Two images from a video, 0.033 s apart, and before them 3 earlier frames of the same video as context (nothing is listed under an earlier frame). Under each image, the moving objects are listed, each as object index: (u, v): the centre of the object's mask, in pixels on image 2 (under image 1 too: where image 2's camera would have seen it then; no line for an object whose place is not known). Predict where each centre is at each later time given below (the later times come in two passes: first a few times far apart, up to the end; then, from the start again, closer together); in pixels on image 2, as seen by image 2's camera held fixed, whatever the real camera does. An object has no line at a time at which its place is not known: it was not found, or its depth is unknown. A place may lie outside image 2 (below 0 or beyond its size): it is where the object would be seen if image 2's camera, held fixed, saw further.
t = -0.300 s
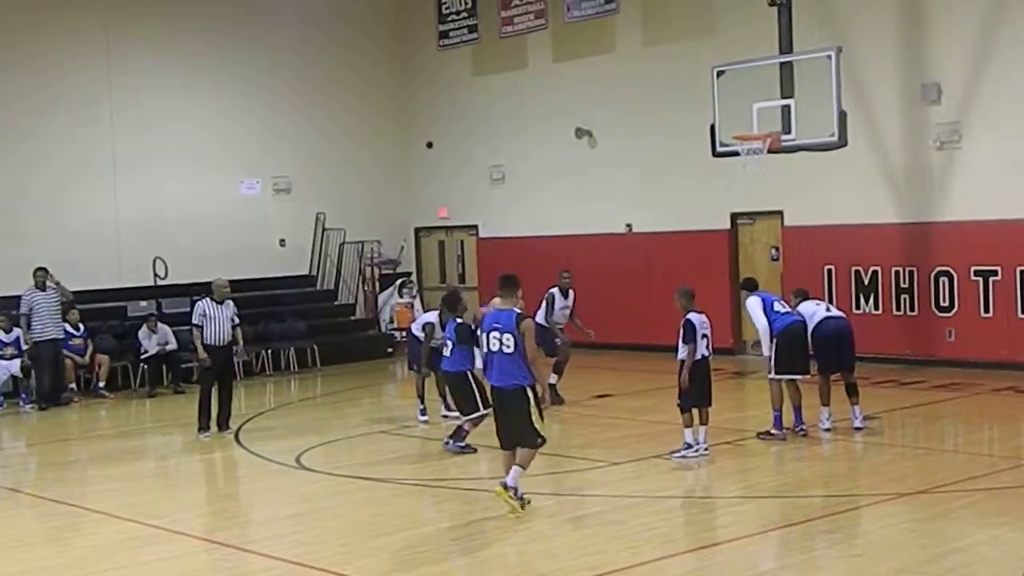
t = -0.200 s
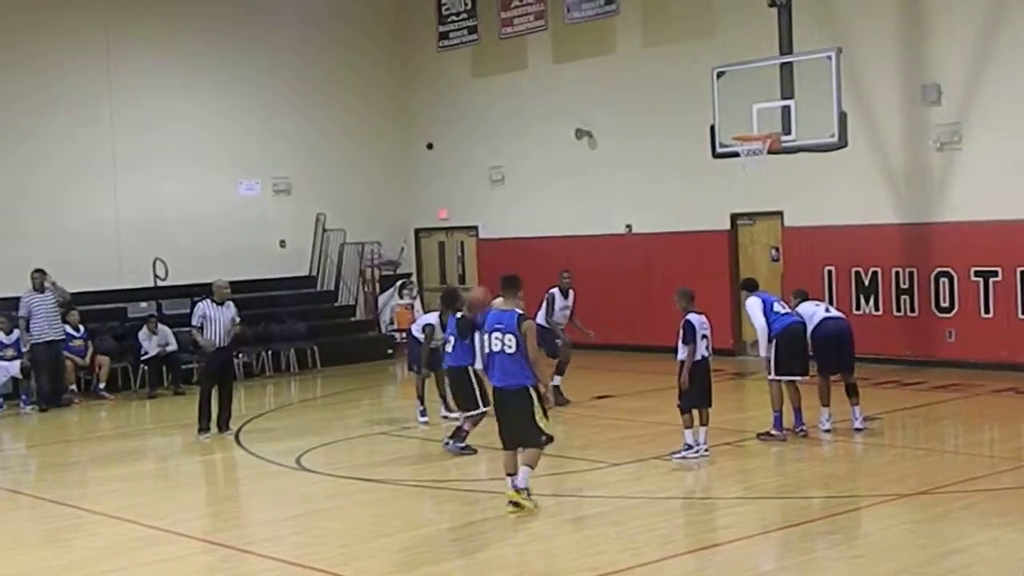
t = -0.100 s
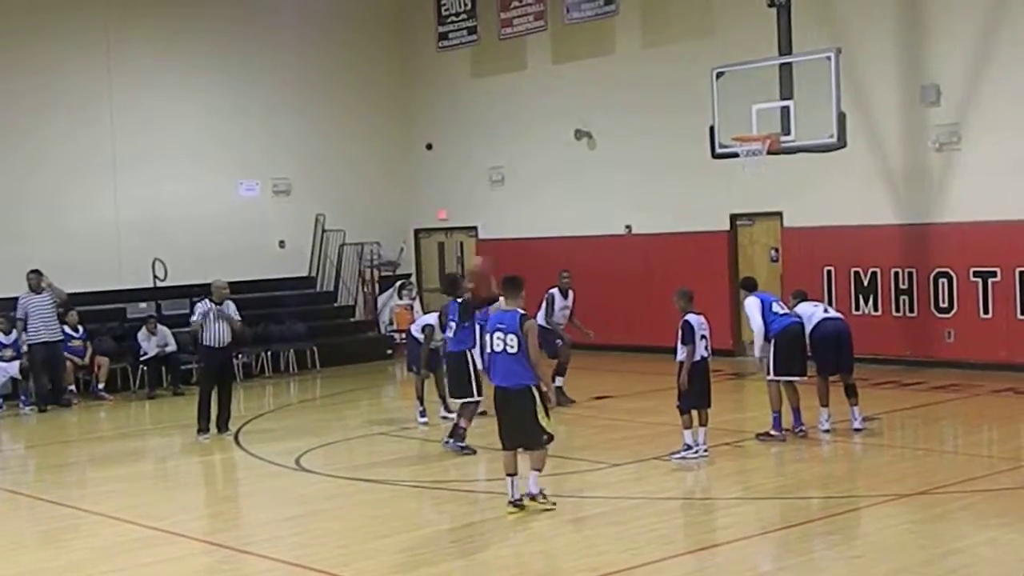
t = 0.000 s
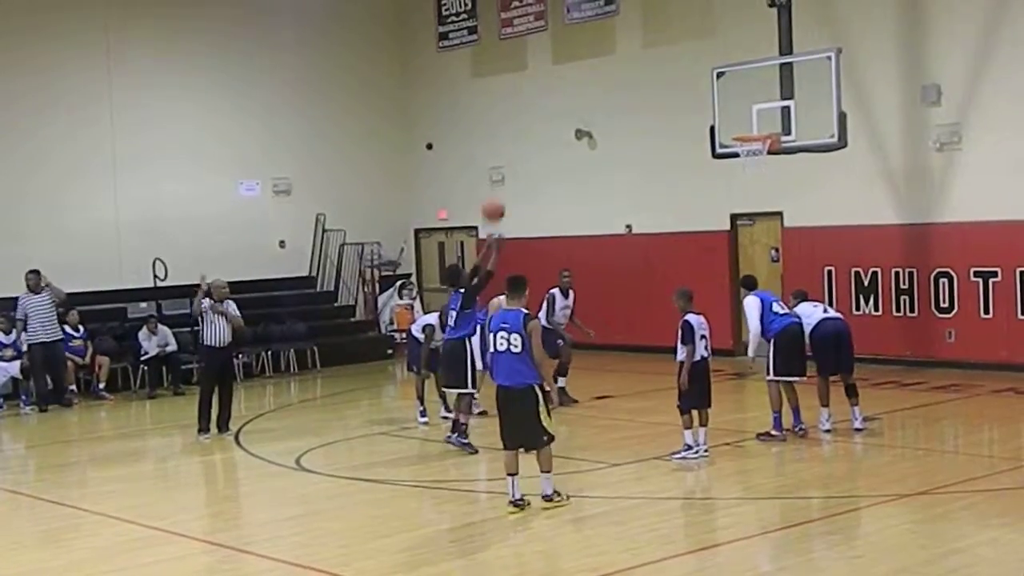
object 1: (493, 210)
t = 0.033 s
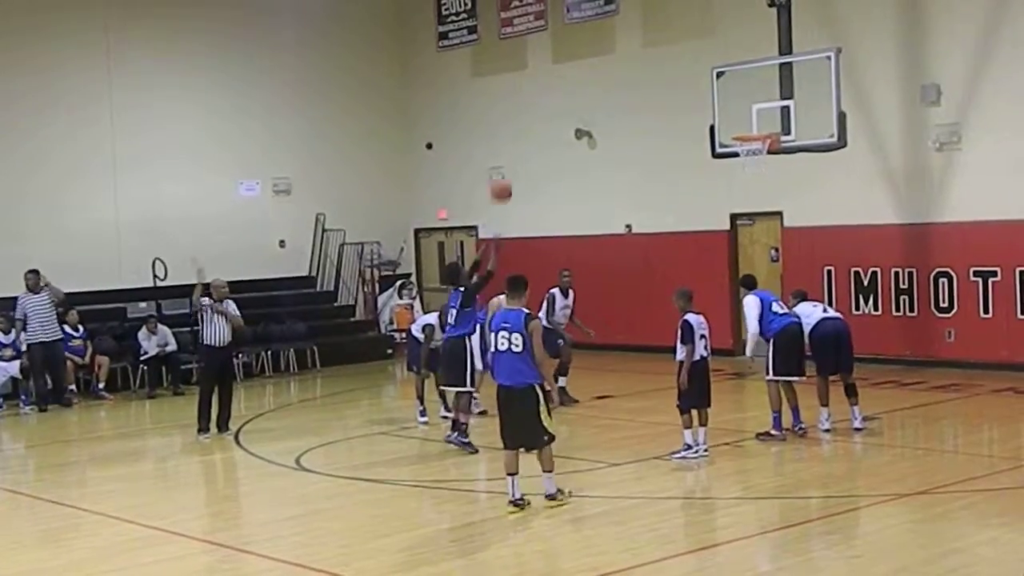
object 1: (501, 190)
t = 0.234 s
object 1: (551, 98)
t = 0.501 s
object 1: (614, 38)
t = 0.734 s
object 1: (665, 43)
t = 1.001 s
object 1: (722, 106)
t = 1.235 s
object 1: (760, 99)
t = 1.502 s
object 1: (755, 88)
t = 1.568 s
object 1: (753, 95)
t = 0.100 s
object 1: (519, 155)
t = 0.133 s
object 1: (526, 138)
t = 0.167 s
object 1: (535, 122)
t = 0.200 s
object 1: (543, 110)
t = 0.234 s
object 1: (551, 98)
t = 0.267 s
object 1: (559, 87)
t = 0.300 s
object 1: (568, 77)
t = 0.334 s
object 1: (575, 66)
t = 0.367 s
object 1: (584, 59)
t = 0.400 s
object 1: (591, 53)
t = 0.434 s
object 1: (600, 47)
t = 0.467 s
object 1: (607, 42)
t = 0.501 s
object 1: (614, 38)
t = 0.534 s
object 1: (622, 37)
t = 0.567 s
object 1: (629, 34)
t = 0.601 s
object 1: (636, 34)
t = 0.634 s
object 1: (643, 36)
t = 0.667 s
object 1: (651, 37)
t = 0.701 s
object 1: (658, 40)
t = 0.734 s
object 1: (665, 43)
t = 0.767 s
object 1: (673, 48)
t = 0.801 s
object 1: (678, 52)
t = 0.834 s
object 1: (686, 60)
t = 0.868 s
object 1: (694, 68)
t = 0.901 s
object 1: (700, 74)
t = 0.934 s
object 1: (707, 85)
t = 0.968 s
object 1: (714, 93)
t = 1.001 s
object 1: (722, 106)
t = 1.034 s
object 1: (728, 116)
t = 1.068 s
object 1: (734, 127)
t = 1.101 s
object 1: (739, 123)
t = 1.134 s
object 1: (744, 116)
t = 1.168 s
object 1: (750, 110)
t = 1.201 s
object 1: (755, 103)
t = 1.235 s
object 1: (760, 99)
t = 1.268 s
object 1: (764, 95)
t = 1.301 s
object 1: (762, 91)
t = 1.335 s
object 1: (761, 88)
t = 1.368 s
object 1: (760, 87)
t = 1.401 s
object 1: (759, 86)
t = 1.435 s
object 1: (757, 86)
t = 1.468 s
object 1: (756, 87)
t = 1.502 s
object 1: (755, 88)
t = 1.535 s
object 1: (754, 91)
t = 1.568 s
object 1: (753, 95)
